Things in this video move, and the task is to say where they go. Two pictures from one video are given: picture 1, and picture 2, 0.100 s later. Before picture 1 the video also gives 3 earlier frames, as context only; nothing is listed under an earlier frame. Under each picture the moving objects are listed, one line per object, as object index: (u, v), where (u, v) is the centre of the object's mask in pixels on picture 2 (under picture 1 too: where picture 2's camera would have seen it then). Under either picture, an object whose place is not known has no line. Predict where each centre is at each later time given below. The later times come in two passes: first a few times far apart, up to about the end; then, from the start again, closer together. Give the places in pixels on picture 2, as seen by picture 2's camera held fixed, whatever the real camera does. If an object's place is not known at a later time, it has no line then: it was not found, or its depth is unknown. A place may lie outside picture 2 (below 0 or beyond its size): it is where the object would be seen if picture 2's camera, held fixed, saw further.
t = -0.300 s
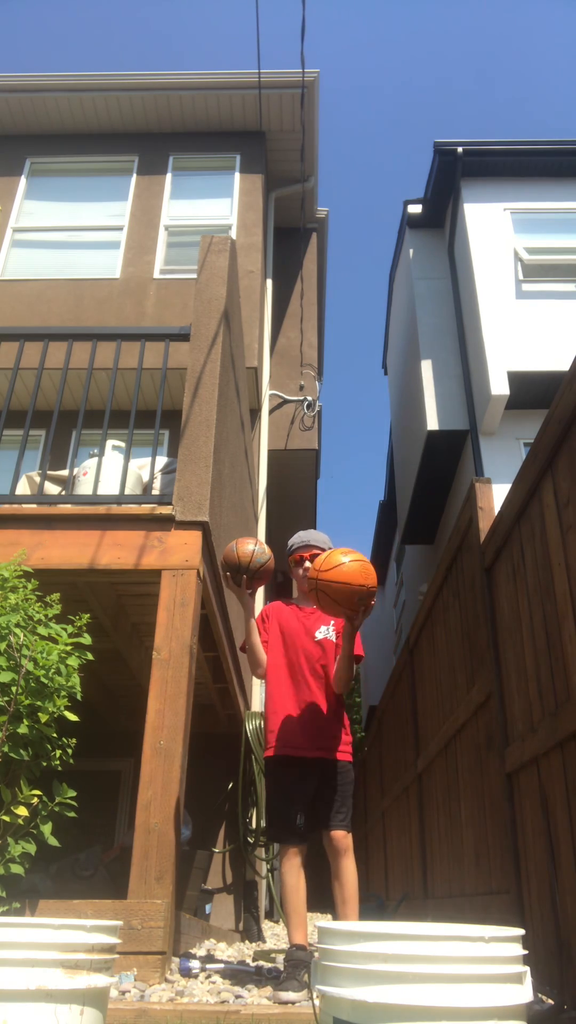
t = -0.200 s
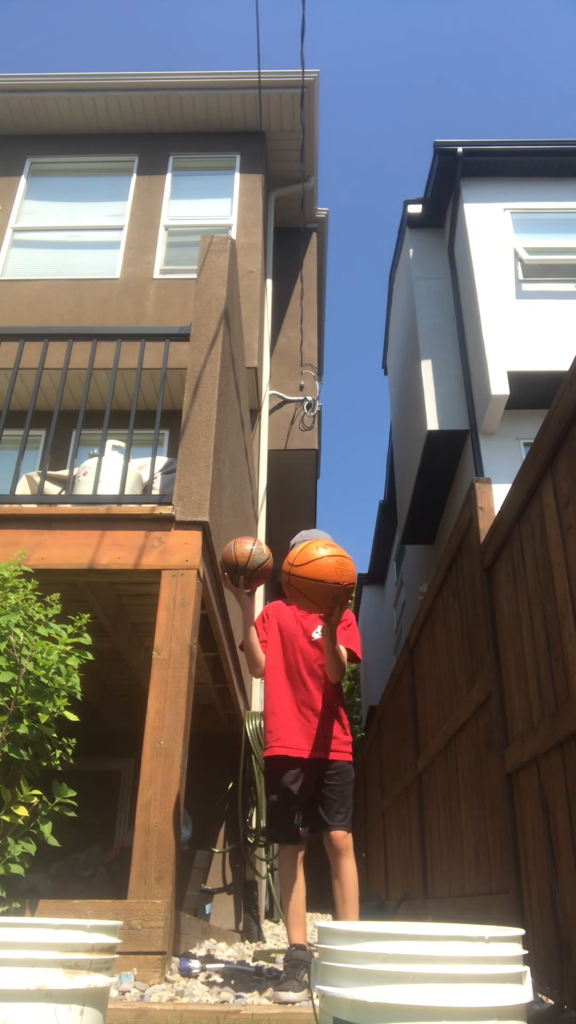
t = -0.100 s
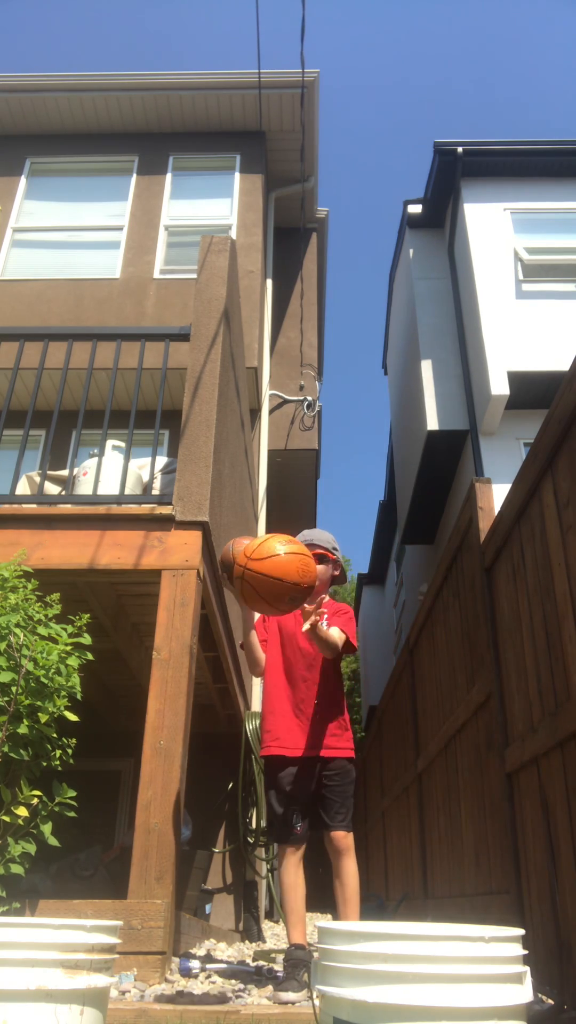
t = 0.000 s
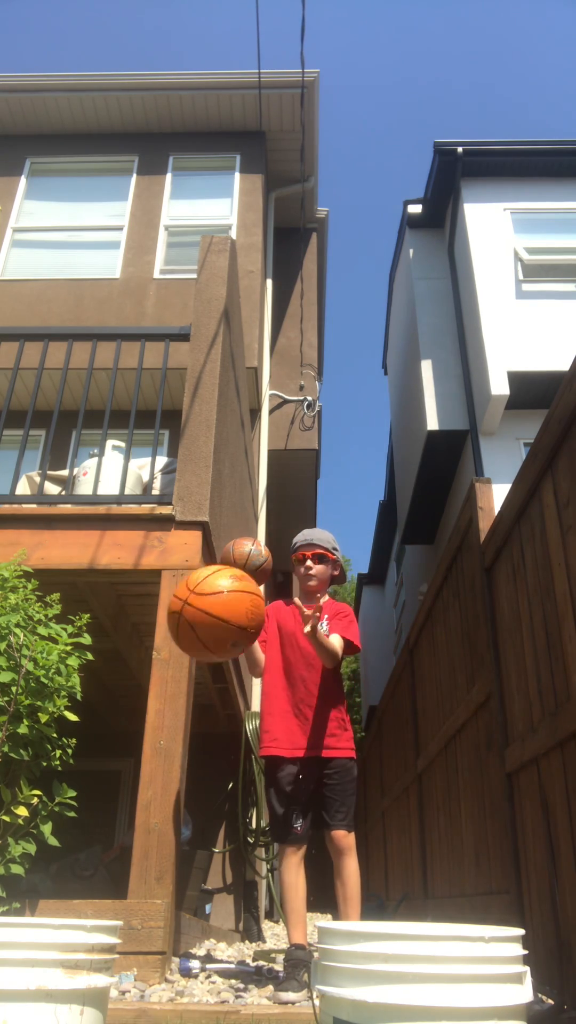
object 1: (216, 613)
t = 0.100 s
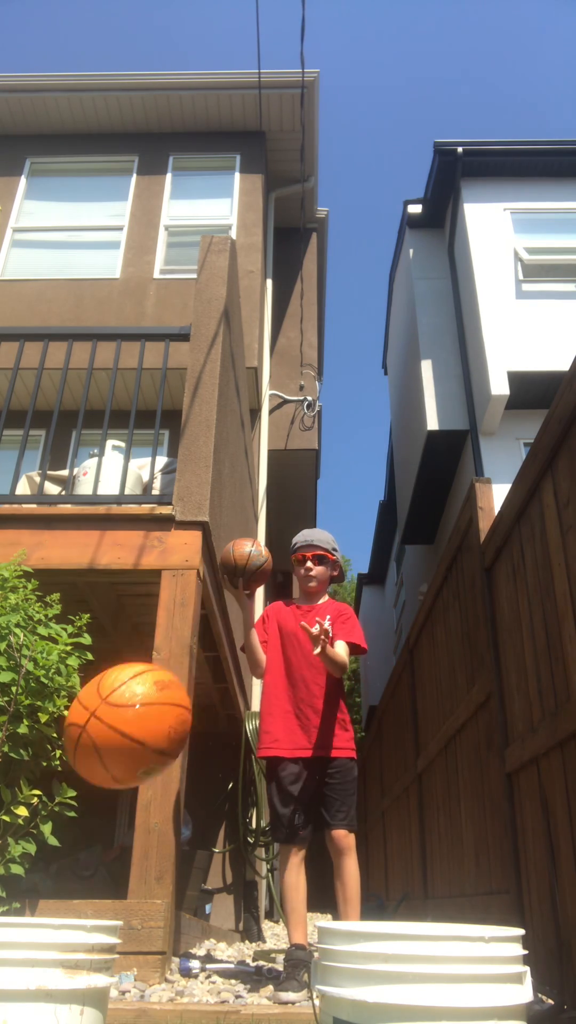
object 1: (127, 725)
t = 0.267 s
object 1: (41, 872)
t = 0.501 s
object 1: (65, 863)
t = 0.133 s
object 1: (85, 792)
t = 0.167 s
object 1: (54, 861)
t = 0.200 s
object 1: (36, 872)
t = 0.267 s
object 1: (41, 872)
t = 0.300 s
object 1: (52, 869)
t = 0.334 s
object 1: (61, 867)
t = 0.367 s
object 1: (66, 865)
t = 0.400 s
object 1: (69, 862)
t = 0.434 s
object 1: (71, 862)
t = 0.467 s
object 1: (69, 862)
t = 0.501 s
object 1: (65, 863)
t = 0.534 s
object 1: (58, 865)
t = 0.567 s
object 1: (49, 868)
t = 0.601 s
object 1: (39, 874)
